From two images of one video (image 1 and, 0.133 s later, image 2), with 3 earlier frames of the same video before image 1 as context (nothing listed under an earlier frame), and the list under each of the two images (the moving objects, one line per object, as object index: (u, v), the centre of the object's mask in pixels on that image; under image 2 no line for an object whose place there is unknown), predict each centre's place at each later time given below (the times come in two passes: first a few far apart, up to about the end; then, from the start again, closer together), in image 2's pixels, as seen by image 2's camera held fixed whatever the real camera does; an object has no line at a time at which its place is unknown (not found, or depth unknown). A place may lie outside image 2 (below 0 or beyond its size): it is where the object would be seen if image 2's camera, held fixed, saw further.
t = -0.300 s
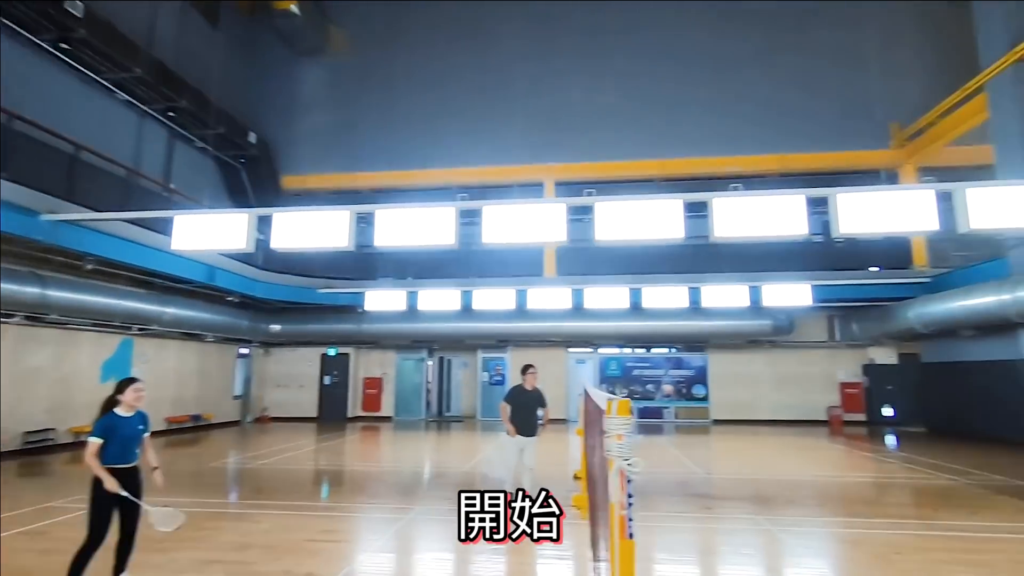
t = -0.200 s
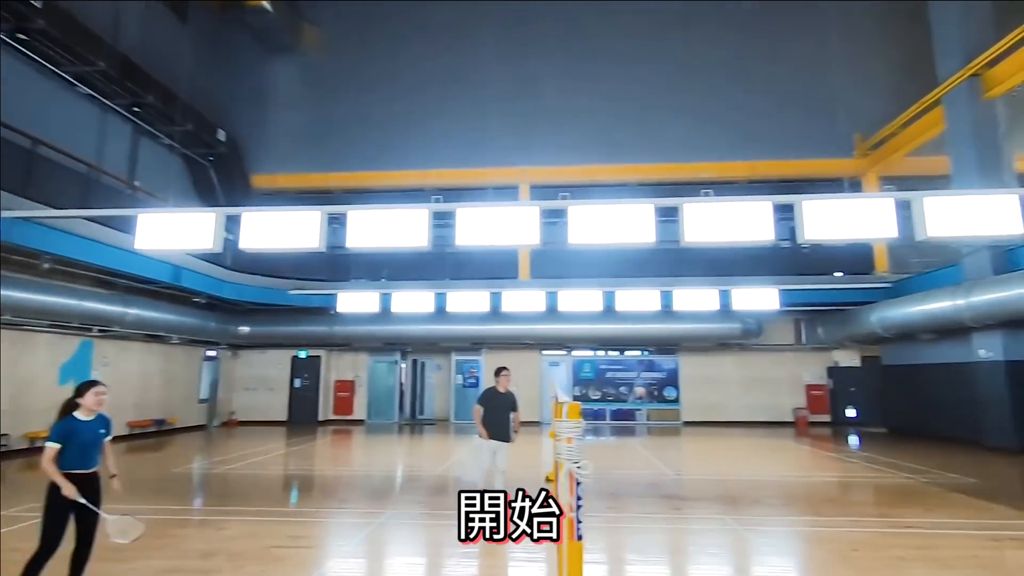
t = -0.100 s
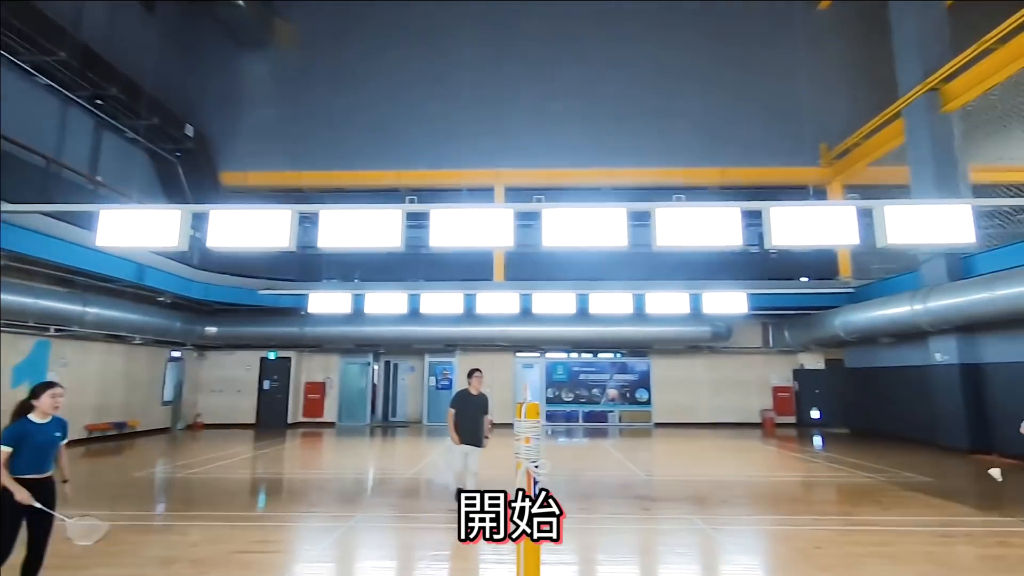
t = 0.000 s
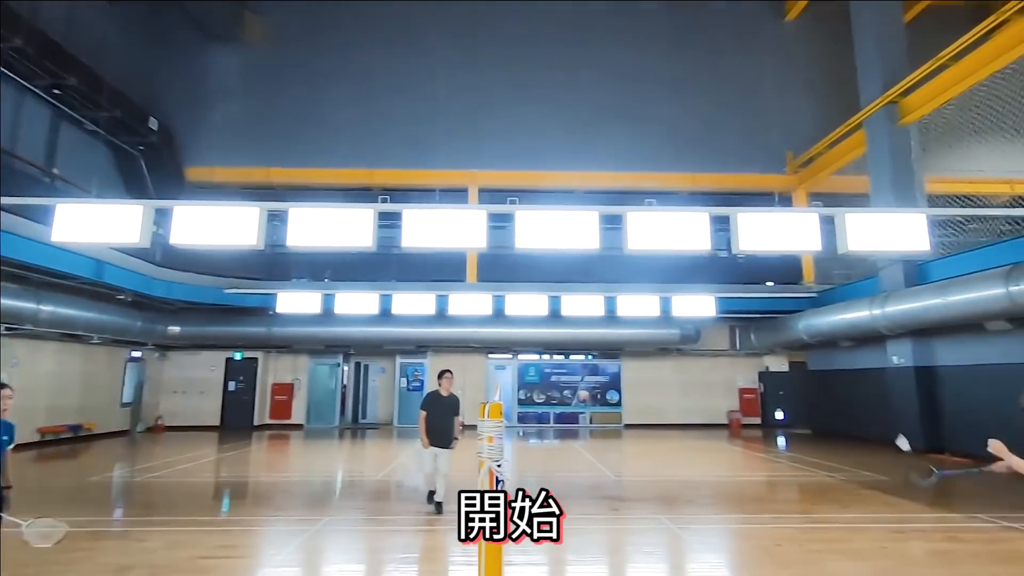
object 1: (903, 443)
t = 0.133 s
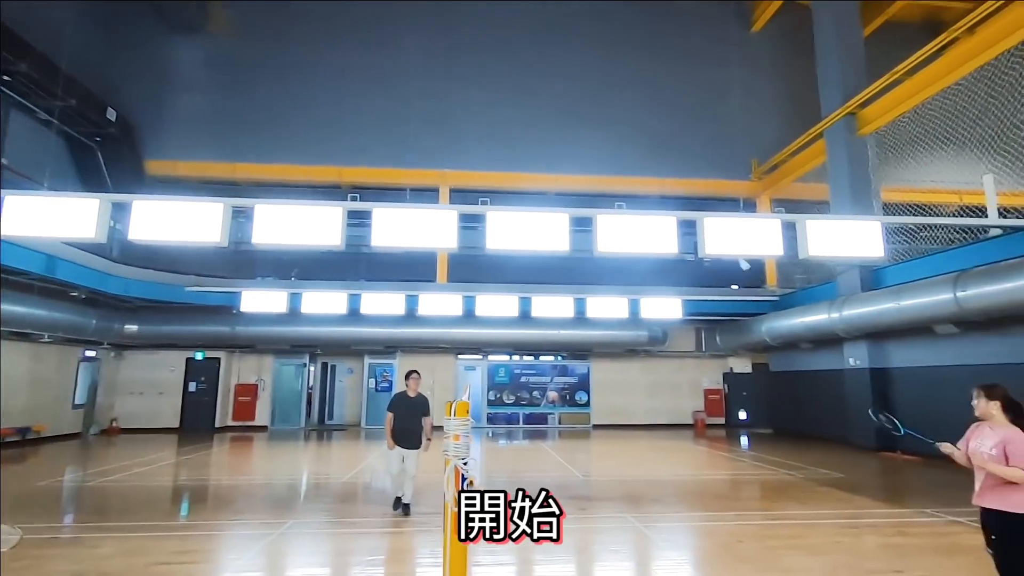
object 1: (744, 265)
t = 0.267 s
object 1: (659, 150)
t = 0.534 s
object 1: (553, 42)
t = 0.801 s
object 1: (478, 22)
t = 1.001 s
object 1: (430, 48)
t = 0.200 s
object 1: (698, 199)
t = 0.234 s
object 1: (677, 173)
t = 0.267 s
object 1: (659, 150)
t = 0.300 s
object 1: (643, 129)
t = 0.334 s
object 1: (628, 111)
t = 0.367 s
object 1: (613, 95)
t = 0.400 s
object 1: (600, 82)
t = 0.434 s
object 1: (587, 69)
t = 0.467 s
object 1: (575, 58)
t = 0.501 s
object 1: (564, 50)
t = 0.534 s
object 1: (553, 42)
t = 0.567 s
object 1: (543, 36)
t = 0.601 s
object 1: (533, 30)
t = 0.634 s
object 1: (523, 27)
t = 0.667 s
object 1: (514, 24)
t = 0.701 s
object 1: (504, 22)
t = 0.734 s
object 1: (496, 21)
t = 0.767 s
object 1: (487, 21)
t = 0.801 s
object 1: (478, 22)
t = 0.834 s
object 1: (470, 24)
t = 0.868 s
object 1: (461, 27)
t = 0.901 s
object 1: (453, 30)
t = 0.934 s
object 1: (445, 35)
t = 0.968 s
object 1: (437, 41)
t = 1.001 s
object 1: (430, 48)
